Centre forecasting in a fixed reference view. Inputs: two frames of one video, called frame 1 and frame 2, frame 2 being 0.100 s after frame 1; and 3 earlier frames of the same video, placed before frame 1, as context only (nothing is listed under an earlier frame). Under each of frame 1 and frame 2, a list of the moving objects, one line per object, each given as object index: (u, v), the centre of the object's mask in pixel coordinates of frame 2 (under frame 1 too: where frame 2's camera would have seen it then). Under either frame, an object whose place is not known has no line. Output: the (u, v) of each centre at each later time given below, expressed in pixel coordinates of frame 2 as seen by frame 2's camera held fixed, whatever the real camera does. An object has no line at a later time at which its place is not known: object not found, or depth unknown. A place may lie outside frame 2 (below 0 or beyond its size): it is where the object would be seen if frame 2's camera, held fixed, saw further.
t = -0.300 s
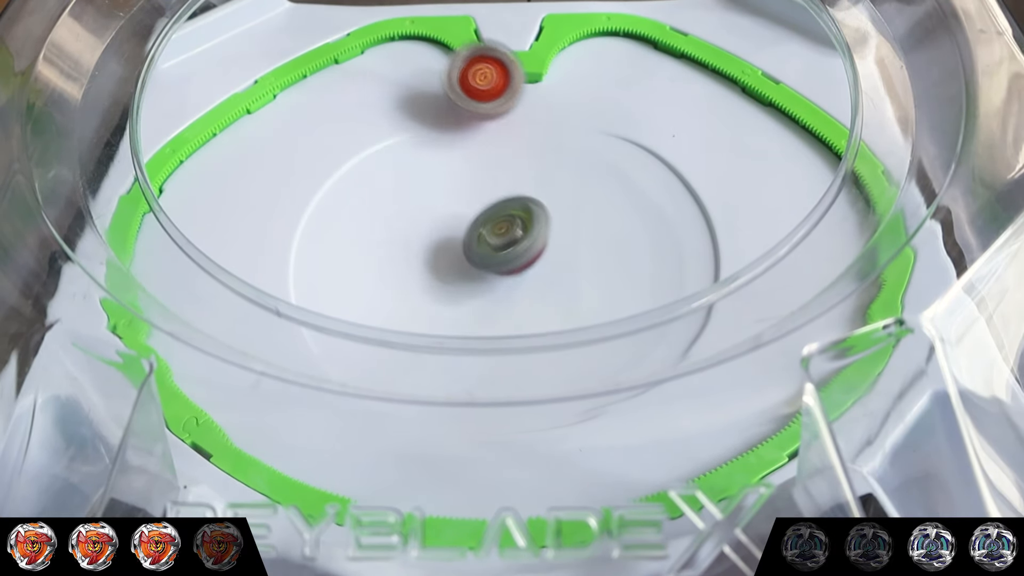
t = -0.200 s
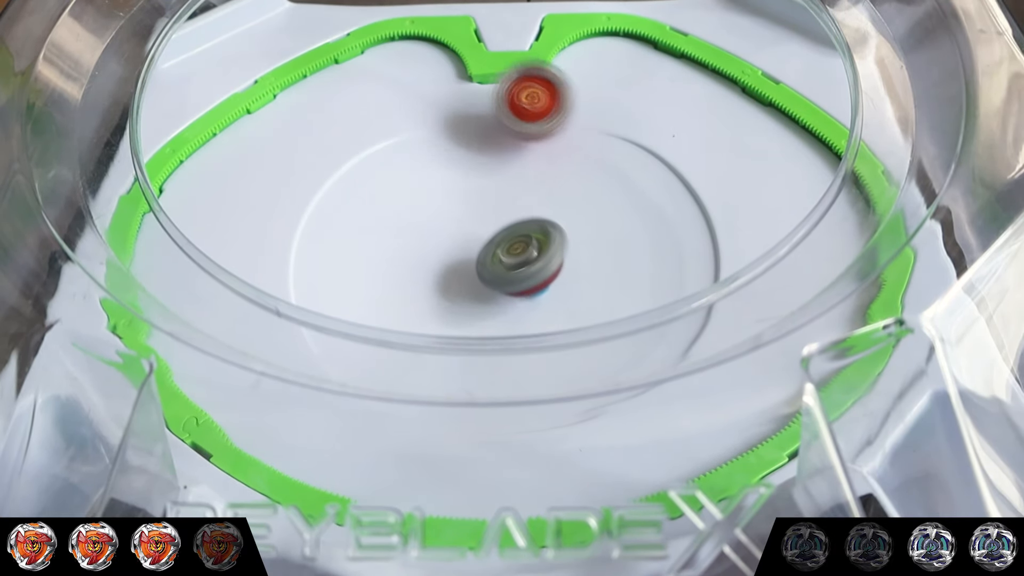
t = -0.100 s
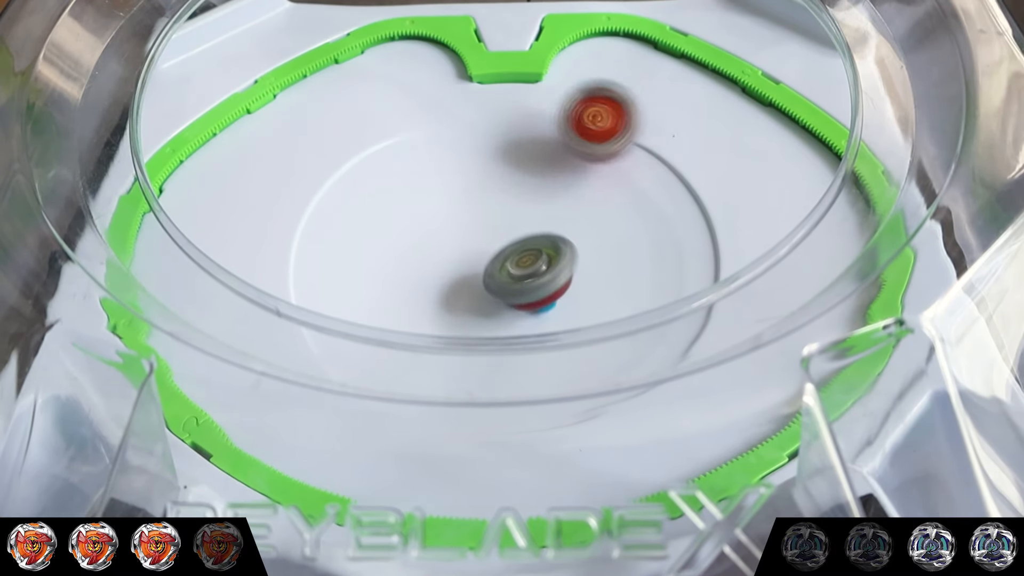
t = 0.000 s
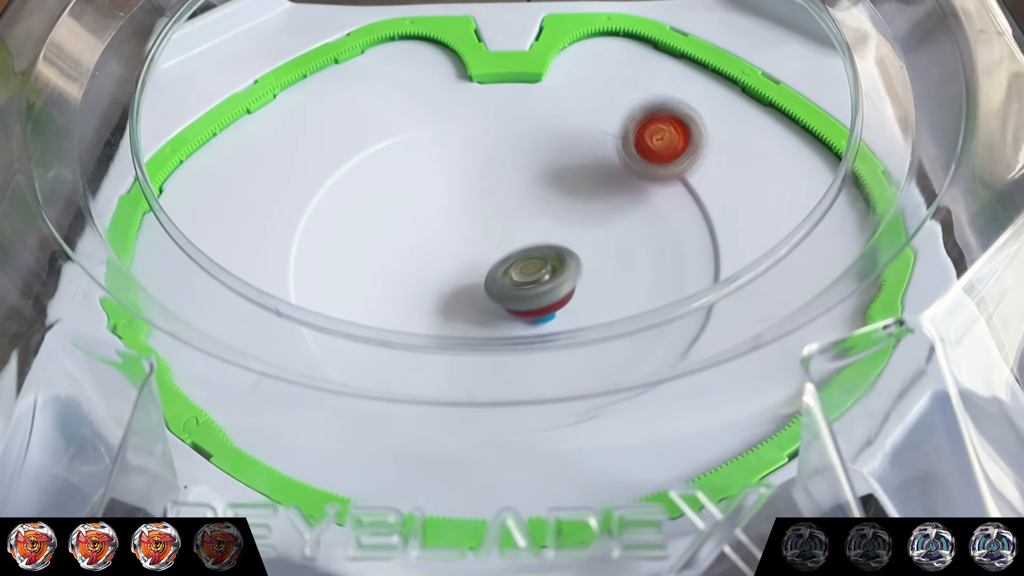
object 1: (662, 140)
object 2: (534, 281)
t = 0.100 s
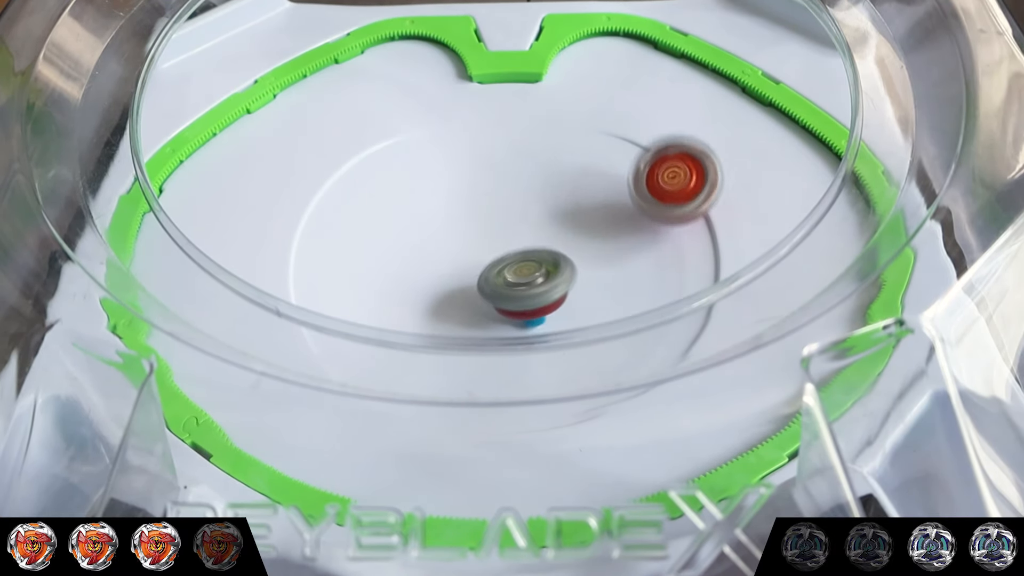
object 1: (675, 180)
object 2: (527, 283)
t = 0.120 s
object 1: (676, 186)
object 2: (525, 282)
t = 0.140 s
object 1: (676, 193)
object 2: (523, 281)
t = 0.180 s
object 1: (675, 205)
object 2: (518, 278)
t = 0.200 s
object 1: (674, 211)
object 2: (515, 277)
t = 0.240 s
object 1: (671, 223)
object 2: (508, 274)
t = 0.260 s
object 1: (668, 228)
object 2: (505, 272)
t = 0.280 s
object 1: (665, 233)
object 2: (501, 269)
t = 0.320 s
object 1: (656, 243)
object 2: (495, 265)
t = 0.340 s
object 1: (651, 247)
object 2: (491, 262)
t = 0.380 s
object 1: (639, 256)
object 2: (484, 258)
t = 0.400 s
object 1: (632, 260)
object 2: (481, 255)
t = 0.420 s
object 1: (625, 264)
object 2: (477, 253)
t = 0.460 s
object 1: (610, 270)
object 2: (469, 249)
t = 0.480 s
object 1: (603, 273)
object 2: (466, 247)
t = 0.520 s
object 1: (588, 278)
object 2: (460, 242)
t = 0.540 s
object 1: (581, 281)
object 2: (457, 240)
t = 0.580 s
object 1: (566, 285)
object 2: (454, 236)
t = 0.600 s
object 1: (558, 286)
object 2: (451, 234)
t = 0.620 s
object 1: (550, 288)
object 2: (449, 232)
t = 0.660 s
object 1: (535, 290)
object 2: (445, 228)
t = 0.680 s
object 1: (528, 291)
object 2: (443, 226)
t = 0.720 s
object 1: (512, 292)
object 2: (439, 221)
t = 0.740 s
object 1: (503, 293)
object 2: (437, 218)
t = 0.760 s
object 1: (496, 293)
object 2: (437, 215)
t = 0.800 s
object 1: (480, 293)
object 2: (436, 210)
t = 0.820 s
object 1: (473, 293)
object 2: (436, 208)
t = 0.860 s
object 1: (458, 293)
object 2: (437, 202)
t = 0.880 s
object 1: (451, 292)
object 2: (437, 200)
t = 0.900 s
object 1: (443, 292)
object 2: (438, 197)
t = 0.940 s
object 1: (430, 291)
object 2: (440, 193)
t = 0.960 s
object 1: (424, 290)
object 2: (441, 191)
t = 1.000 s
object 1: (412, 288)
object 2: (444, 187)
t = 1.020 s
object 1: (407, 288)
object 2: (445, 185)
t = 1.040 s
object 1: (402, 287)
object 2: (447, 183)
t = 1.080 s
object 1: (392, 285)
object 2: (450, 179)
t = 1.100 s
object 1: (387, 284)
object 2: (452, 177)
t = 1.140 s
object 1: (379, 281)
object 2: (456, 173)
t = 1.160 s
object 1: (375, 279)
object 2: (458, 171)
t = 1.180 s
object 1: (371, 277)
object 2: (460, 169)
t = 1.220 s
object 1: (364, 273)
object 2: (465, 166)
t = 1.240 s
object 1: (361, 271)
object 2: (468, 164)
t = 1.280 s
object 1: (355, 267)
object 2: (474, 161)
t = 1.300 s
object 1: (353, 264)
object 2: (476, 160)
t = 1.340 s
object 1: (348, 259)
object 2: (482, 158)
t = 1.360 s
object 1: (347, 257)
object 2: (485, 156)
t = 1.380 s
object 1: (345, 254)
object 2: (489, 155)
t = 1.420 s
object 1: (340, 247)
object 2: (497, 153)
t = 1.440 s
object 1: (338, 244)
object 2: (501, 153)
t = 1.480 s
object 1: (334, 236)
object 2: (510, 151)
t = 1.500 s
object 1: (332, 232)
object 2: (515, 151)
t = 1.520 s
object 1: (330, 228)
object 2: (519, 152)
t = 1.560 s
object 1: (326, 218)
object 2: (527, 152)
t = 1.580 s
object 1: (325, 213)
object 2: (531, 152)
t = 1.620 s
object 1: (323, 203)
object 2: (537, 153)
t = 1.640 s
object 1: (321, 197)
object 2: (541, 154)
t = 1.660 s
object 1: (320, 191)
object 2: (544, 155)
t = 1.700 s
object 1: (318, 178)
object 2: (549, 157)
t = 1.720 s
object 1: (320, 174)
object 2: (552, 158)
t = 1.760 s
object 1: (334, 169)
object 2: (557, 161)
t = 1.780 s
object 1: (341, 166)
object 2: (559, 163)
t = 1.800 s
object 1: (348, 163)
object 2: (561, 164)
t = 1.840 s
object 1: (360, 154)
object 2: (564, 168)
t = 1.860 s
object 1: (366, 149)
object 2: (566, 171)
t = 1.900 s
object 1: (376, 139)
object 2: (567, 176)
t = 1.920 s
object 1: (381, 133)
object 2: (568, 179)
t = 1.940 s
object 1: (386, 127)
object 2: (568, 182)
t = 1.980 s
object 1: (394, 115)
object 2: (569, 187)
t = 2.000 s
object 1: (399, 112)
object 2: (569, 190)
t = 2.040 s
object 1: (413, 113)
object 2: (568, 195)
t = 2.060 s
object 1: (419, 114)
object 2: (568, 198)
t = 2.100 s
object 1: (433, 114)
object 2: (567, 204)
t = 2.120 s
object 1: (439, 115)
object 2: (566, 207)
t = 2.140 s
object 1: (446, 115)
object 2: (565, 210)
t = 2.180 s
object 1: (459, 114)
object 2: (562, 215)
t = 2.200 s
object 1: (465, 113)
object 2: (560, 218)
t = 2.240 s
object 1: (476, 109)
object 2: (556, 223)
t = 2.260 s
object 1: (482, 107)
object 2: (554, 226)
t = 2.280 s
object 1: (487, 105)
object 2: (551, 228)
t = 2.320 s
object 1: (497, 100)
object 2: (546, 233)
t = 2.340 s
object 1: (504, 97)
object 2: (543, 236)
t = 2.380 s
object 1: (515, 90)
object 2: (537, 240)
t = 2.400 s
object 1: (521, 87)
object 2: (533, 242)
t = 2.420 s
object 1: (527, 84)
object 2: (530, 244)
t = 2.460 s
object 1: (541, 76)
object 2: (524, 247)
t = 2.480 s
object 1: (549, 72)
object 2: (520, 249)
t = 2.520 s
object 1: (566, 64)
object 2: (514, 252)
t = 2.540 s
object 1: (576, 60)
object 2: (511, 253)
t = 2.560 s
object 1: (587, 57)
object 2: (507, 254)
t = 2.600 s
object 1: (610, 49)
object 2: (501, 256)
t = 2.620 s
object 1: (622, 45)
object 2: (497, 257)
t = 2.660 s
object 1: (645, 35)
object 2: (489, 258)
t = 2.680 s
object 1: (656, 31)
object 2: (486, 258)
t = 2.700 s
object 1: (667, 28)
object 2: (482, 258)
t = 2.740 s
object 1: (642, 28)
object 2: (474, 257)
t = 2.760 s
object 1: (621, 33)
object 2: (471, 256)
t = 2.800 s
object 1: (579, 45)
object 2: (465, 254)
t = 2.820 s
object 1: (562, 50)
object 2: (462, 252)
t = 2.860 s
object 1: (530, 69)
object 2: (456, 249)
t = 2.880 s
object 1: (517, 80)
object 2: (454, 247)
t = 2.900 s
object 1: (506, 91)
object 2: (452, 245)
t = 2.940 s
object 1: (489, 118)
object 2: (448, 242)
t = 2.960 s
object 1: (482, 132)
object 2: (447, 239)
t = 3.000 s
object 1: (474, 162)
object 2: (444, 236)
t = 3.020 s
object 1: (478, 164)
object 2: (427, 248)
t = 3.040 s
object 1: (488, 158)
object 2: (408, 275)
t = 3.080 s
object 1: (507, 152)
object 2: (378, 300)
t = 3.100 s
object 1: (515, 152)
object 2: (362, 324)
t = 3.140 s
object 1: (532, 155)
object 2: (341, 349)
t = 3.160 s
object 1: (540, 158)
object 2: (336, 358)
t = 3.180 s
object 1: (549, 160)
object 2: (336, 366)
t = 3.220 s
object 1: (566, 163)
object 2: (337, 372)
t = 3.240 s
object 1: (574, 164)
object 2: (338, 372)
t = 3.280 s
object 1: (585, 164)
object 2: (345, 371)
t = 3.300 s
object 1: (589, 164)
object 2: (352, 371)
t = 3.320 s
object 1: (593, 163)
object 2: (361, 365)
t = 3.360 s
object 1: (597, 163)
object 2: (381, 367)
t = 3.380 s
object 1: (598, 162)
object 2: (391, 358)
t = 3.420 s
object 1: (596, 163)
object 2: (412, 353)
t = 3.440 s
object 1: (594, 164)
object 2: (426, 335)
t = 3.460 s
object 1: (590, 165)
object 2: (436, 329)
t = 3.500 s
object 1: (580, 168)
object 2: (456, 310)
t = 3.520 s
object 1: (575, 172)
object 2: (466, 306)
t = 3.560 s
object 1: (563, 181)
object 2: (482, 295)
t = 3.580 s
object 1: (558, 186)
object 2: (489, 288)
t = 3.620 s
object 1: (550, 199)
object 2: (501, 273)
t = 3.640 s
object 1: (561, 192)
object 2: (484, 281)
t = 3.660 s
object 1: (583, 173)
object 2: (459, 300)
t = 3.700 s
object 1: (614, 135)
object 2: (411, 328)
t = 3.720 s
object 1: (626, 118)
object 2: (382, 350)
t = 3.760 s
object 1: (637, 90)
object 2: (345, 361)
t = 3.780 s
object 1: (639, 85)
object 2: (336, 359)
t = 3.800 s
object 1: (642, 76)
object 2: (329, 358)
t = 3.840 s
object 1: (652, 58)
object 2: (320, 355)
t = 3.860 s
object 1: (656, 52)
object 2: (318, 354)
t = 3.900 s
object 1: (665, 36)
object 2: (316, 354)
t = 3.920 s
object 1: (669, 30)
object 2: (317, 354)
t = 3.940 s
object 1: (671, 26)
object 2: (317, 353)
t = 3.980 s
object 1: (626, 29)
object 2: (317, 353)
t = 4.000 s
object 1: (601, 37)
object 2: (318, 353)
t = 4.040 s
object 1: (556, 49)
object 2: (323, 343)
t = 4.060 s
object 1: (545, 62)
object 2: (323, 341)
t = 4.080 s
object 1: (536, 80)
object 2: (324, 339)
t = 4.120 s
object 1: (519, 111)
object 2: (327, 334)
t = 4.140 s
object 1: (512, 125)
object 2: (328, 336)
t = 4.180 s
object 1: (498, 157)
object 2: (341, 320)
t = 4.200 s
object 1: (493, 169)
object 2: (347, 321)
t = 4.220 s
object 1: (489, 182)
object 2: (354, 317)
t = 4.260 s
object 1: (483, 207)
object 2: (373, 302)
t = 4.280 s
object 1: (483, 218)
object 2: (381, 300)
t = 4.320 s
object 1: (484, 240)
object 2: (395, 297)
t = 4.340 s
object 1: (490, 249)
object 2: (402, 294)
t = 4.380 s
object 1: (540, 248)
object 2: (373, 291)
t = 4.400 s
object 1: (565, 247)
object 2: (360, 290)
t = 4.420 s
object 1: (586, 245)
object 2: (351, 288)
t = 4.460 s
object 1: (623, 239)
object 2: (341, 281)
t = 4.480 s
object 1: (638, 235)
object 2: (340, 278)
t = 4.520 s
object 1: (659, 225)
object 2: (346, 269)
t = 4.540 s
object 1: (667, 220)
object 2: (354, 262)
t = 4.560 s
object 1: (674, 214)
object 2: (361, 256)
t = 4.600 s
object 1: (685, 203)
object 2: (378, 245)
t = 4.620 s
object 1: (691, 198)
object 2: (387, 240)
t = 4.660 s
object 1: (699, 188)
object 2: (403, 230)
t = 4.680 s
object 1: (697, 184)
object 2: (411, 225)
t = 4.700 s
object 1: (692, 180)
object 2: (419, 221)
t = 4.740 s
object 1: (682, 174)
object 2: (433, 215)
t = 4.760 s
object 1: (677, 173)
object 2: (440, 212)
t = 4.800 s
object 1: (663, 170)
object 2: (450, 208)
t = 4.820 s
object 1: (655, 170)
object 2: (455, 207)
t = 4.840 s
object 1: (643, 171)
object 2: (459, 205)
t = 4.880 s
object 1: (618, 173)
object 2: (464, 201)
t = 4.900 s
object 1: (603, 176)
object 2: (466, 199)
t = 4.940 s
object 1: (576, 183)
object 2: (467, 195)
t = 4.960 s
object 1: (564, 189)
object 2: (468, 194)
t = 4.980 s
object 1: (570, 195)
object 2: (445, 186)
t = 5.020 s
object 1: (587, 208)
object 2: (402, 175)
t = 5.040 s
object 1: (594, 214)
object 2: (383, 170)
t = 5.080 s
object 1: (607, 224)
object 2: (353, 162)
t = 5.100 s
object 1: (612, 228)
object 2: (343, 159)
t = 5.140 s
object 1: (623, 233)
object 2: (331, 156)
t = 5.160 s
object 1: (627, 234)
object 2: (329, 155)
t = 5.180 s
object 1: (630, 235)
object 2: (330, 155)
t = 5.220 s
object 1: (631, 236)
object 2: (335, 159)
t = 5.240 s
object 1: (629, 235)
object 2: (339, 161)
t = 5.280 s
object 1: (621, 234)
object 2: (348, 170)
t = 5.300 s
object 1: (616, 234)
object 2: (353, 173)
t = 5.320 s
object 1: (608, 233)
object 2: (359, 179)
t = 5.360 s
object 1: (590, 234)
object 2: (372, 190)
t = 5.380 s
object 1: (580, 235)
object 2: (378, 195)
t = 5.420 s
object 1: (559, 238)
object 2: (394, 207)
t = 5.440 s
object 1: (549, 240)
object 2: (401, 211)
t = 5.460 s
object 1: (537, 243)
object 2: (409, 215)
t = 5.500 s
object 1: (515, 250)
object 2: (421, 220)
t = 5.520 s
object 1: (521, 261)
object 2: (410, 209)
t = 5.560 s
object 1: (563, 291)
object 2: (374, 182)
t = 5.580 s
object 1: (580, 297)
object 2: (359, 169)
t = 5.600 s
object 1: (597, 300)
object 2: (349, 157)
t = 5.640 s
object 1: (625, 318)
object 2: (336, 139)
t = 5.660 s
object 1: (644, 332)
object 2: (335, 134)
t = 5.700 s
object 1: (662, 327)
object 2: (335, 125)
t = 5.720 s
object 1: (668, 324)
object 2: (335, 123)
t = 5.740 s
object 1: (664, 315)
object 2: (335, 120)
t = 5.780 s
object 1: (659, 302)
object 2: (337, 117)
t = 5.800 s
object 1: (649, 284)
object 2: (337, 116)
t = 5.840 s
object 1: (639, 278)
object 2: (338, 115)
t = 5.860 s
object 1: (633, 275)
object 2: (338, 114)
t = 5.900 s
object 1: (615, 266)
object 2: (340, 112)
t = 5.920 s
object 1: (605, 262)
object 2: (342, 111)
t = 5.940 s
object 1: (594, 259)
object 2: (343, 110)
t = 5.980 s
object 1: (571, 255)
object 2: (347, 108)
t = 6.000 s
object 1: (559, 254)
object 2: (349, 107)
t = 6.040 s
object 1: (532, 252)
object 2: (354, 106)
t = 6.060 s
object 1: (521, 251)
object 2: (356, 106)
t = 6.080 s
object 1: (507, 250)
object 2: (359, 106)
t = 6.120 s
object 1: (482, 248)
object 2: (364, 106)
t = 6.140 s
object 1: (471, 247)
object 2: (367, 106)
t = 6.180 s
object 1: (448, 244)
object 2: (373, 107)
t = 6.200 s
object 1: (436, 241)
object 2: (376, 107)
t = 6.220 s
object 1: (426, 240)
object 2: (379, 108)
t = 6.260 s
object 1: (406, 236)
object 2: (386, 110)
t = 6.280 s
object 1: (396, 233)
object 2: (389, 112)
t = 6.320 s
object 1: (379, 228)
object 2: (396, 118)
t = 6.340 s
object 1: (370, 227)
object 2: (399, 122)
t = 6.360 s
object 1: (362, 224)
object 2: (403, 125)
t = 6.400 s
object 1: (348, 219)
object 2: (409, 133)
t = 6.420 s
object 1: (341, 217)
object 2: (412, 137)
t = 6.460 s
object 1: (329, 211)
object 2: (417, 146)
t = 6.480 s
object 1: (326, 211)
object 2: (420, 150)
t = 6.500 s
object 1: (324, 209)
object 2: (423, 154)
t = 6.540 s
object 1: (324, 207)
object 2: (427, 162)
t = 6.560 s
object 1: (327, 205)
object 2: (430, 166)
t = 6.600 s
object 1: (335, 203)
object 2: (434, 173)
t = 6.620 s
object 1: (341, 202)
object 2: (437, 177)
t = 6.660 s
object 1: (356, 199)
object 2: (442, 183)
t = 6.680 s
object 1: (361, 192)
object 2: (446, 188)
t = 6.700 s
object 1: (354, 168)
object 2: (467, 200)
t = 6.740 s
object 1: (341, 146)
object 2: (500, 203)
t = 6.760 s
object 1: (338, 140)
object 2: (520, 211)
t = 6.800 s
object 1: (345, 131)
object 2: (561, 246)
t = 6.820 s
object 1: (354, 120)
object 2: (579, 271)
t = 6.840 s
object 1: (363, 113)
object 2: (592, 274)
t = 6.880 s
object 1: (385, 112)
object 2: (615, 283)
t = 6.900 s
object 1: (399, 106)
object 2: (622, 285)
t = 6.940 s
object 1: (421, 102)
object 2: (629, 287)
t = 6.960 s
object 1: (435, 101)
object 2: (630, 287)
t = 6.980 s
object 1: (444, 98)
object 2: (629, 288)
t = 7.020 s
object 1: (465, 94)
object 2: (627, 287)
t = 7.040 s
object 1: (474, 92)
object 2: (624, 286)
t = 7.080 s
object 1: (488, 89)
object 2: (618, 283)
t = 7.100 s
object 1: (494, 88)
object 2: (614, 280)
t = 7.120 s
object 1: (499, 87)
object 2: (611, 278)
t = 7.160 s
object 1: (510, 86)
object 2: (603, 272)
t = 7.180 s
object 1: (515, 86)
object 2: (599, 268)
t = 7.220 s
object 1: (527, 88)
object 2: (591, 261)
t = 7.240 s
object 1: (533, 89)
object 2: (588, 257)
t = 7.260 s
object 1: (540, 91)
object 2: (585, 254)
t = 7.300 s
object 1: (552, 96)
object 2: (579, 247)
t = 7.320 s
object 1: (558, 101)
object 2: (576, 243)
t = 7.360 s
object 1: (564, 109)
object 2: (571, 237)
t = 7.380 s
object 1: (568, 114)
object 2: (568, 234)
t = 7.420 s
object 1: (569, 127)
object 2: (564, 228)
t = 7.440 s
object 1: (569, 136)
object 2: (562, 226)
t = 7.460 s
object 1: (568, 143)
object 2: (560, 223)
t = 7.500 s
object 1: (566, 152)
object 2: (554, 227)
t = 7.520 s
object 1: (565, 144)
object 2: (546, 243)
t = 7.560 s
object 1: (562, 134)
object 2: (530, 273)
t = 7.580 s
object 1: (559, 129)
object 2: (521, 287)
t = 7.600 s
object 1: (556, 128)
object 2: (513, 295)
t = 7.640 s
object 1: (548, 127)
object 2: (497, 304)
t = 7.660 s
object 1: (541, 128)
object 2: (489, 308)
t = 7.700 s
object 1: (526, 130)
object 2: (476, 320)
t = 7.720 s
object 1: (519, 130)
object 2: (473, 310)
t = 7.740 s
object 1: (512, 130)
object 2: (470, 310)
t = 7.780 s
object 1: (498, 130)
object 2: (466, 307)
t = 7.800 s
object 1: (490, 130)
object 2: (465, 304)
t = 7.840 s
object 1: (477, 128)
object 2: (467, 298)
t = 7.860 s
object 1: (471, 127)
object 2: (469, 293)
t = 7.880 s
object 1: (466, 125)
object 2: (471, 287)
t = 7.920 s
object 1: (455, 122)
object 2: (477, 276)
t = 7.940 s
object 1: (450, 119)
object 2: (481, 270)
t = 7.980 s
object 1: (440, 115)
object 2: (488, 259)
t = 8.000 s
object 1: (436, 112)
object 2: (492, 256)
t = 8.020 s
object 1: (432, 110)
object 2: (496, 250)
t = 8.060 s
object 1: (426, 105)
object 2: (504, 241)
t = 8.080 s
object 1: (422, 102)
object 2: (507, 239)
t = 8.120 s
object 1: (417, 99)
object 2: (514, 233)
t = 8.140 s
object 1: (416, 98)
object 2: (517, 230)
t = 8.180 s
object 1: (418, 98)
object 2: (522, 228)
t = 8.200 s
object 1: (420, 98)
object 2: (524, 227)
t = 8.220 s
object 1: (423, 101)
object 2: (526, 226)
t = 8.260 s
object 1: (426, 104)
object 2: (529, 225)
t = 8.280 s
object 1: (429, 107)
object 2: (530, 225)
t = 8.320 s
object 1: (437, 114)
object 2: (532, 225)
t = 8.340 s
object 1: (442, 119)
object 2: (532, 224)
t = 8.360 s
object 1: (446, 123)
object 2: (533, 225)
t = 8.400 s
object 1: (456, 134)
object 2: (532, 225)
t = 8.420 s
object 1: (462, 138)
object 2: (531, 224)
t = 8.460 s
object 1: (472, 147)
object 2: (528, 224)
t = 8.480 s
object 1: (477, 151)
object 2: (526, 225)
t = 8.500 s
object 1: (481, 155)
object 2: (524, 224)
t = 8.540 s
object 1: (488, 158)
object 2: (523, 232)
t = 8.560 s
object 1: (492, 159)
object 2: (523, 239)
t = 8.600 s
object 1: (500, 164)
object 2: (523, 257)
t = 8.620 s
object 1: (503, 168)
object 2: (525, 260)
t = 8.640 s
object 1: (508, 172)
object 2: (527, 266)
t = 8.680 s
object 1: (518, 180)
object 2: (531, 278)
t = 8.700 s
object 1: (522, 184)
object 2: (534, 281)
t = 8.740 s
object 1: (530, 193)
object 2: (541, 286)
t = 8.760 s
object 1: (534, 197)
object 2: (545, 288)
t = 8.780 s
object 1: (538, 202)
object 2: (547, 288)
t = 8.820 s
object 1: (544, 209)
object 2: (550, 290)
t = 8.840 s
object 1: (548, 211)
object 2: (550, 294)
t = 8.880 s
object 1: (555, 213)
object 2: (550, 298)
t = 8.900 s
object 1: (559, 214)
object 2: (549, 301)
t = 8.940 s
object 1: (566, 215)
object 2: (546, 303)
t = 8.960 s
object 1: (568, 215)
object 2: (543, 303)
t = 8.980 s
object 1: (570, 213)
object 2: (539, 304)
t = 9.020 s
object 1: (572, 211)
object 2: (531, 303)
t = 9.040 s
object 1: (572, 210)
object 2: (526, 298)
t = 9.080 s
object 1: (569, 208)
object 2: (516, 292)
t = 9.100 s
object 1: (566, 207)
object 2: (511, 290)
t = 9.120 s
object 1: (564, 206)
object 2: (506, 283)
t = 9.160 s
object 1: (557, 205)
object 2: (494, 274)
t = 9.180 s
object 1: (554, 205)
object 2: (487, 271)
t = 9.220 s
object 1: (543, 205)
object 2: (474, 258)
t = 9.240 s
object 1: (538, 205)
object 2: (468, 252)
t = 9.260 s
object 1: (534, 207)
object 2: (459, 246)
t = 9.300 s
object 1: (531, 206)
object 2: (435, 234)
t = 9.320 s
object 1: (528, 207)
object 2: (424, 230)
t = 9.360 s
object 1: (523, 207)
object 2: (405, 216)
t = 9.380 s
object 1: (520, 207)
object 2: (398, 207)
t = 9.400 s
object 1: (517, 208)
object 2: (391, 202)
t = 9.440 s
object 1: (510, 208)
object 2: (383, 190)
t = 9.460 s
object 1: (506, 209)
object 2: (382, 186)
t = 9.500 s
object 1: (501, 210)
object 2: (381, 173)
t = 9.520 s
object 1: (497, 211)
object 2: (383, 168)
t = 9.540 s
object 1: (494, 212)
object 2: (385, 164)
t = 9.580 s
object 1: (486, 213)
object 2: (393, 155)
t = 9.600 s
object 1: (482, 214)
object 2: (398, 154)
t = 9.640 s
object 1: (475, 217)
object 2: (410, 147)
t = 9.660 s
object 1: (472, 218)
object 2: (418, 144)
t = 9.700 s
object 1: (467, 221)
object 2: (433, 140)
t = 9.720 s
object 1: (465, 223)
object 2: (442, 137)
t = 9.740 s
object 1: (463, 224)
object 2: (451, 138)
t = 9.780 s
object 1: (460, 227)
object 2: (469, 136)
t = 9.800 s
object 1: (460, 228)
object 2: (478, 137)
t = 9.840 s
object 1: (460, 231)
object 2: (498, 140)
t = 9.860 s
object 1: (460, 232)
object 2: (508, 139)
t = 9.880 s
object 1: (461, 233)
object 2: (519, 143)
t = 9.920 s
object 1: (464, 232)
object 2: (540, 147)
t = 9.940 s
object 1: (465, 232)
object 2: (549, 150)
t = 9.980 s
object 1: (469, 231)
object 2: (567, 159)
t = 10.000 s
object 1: (470, 230)
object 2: (574, 161)
